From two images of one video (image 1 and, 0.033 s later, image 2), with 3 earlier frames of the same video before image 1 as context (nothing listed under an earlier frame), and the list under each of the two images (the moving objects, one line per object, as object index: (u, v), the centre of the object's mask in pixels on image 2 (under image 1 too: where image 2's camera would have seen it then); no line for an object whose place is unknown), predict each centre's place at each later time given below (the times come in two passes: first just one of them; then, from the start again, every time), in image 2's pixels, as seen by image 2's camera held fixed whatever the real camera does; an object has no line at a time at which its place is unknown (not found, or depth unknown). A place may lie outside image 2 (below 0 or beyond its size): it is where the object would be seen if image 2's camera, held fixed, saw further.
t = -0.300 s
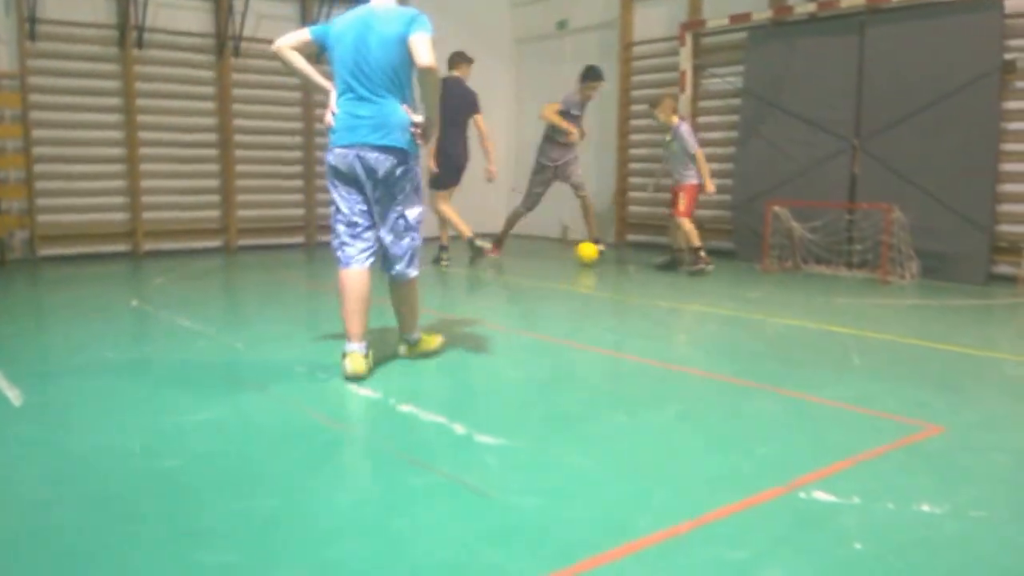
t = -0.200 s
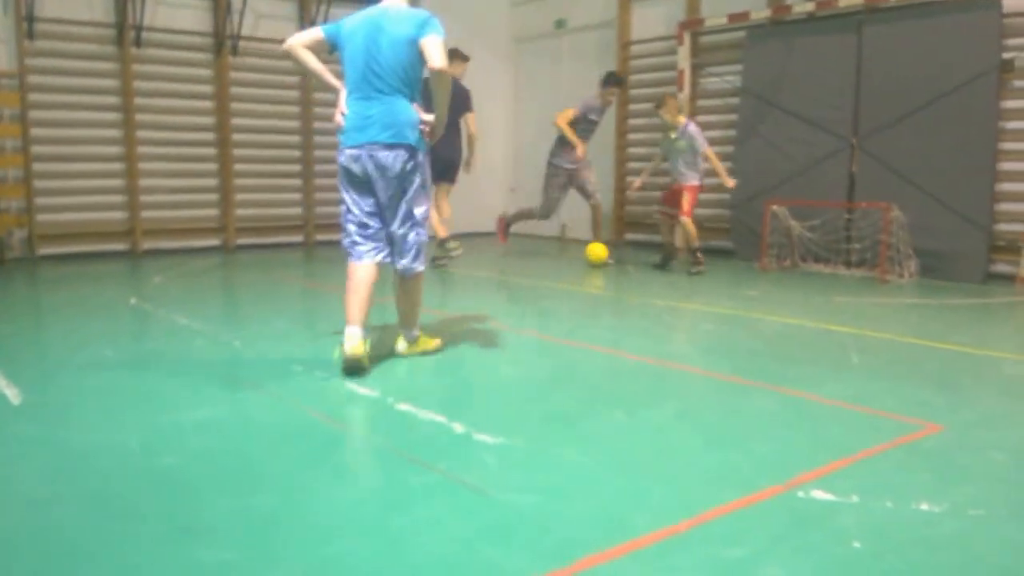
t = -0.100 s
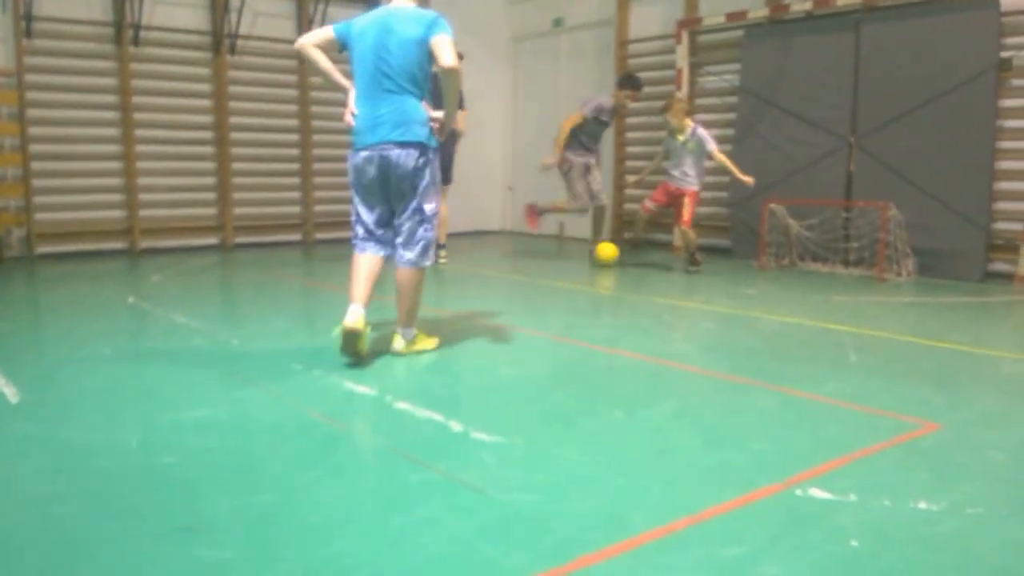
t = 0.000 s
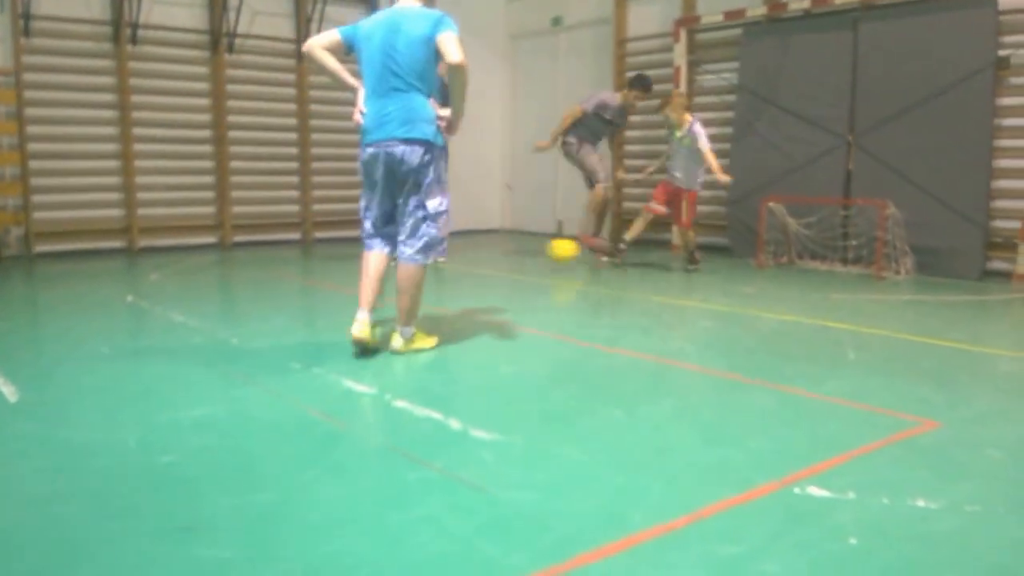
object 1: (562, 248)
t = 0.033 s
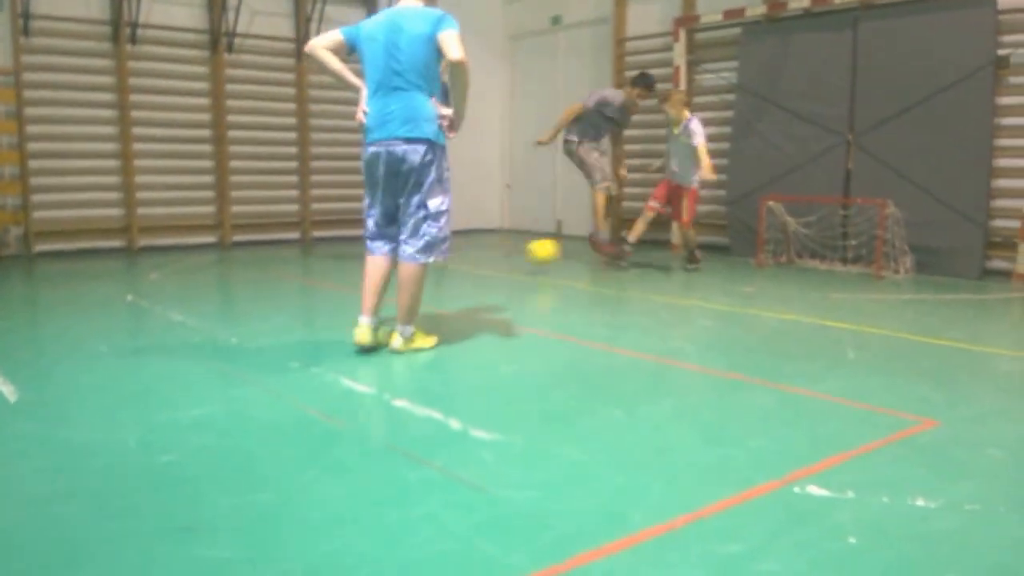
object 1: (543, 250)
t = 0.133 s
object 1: (478, 264)
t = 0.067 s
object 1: (522, 253)
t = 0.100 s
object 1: (502, 257)
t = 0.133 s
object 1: (478, 264)
